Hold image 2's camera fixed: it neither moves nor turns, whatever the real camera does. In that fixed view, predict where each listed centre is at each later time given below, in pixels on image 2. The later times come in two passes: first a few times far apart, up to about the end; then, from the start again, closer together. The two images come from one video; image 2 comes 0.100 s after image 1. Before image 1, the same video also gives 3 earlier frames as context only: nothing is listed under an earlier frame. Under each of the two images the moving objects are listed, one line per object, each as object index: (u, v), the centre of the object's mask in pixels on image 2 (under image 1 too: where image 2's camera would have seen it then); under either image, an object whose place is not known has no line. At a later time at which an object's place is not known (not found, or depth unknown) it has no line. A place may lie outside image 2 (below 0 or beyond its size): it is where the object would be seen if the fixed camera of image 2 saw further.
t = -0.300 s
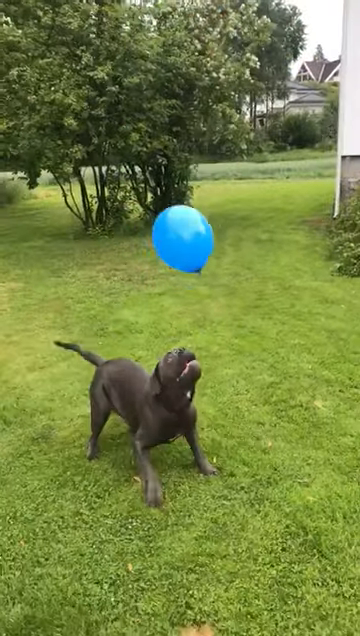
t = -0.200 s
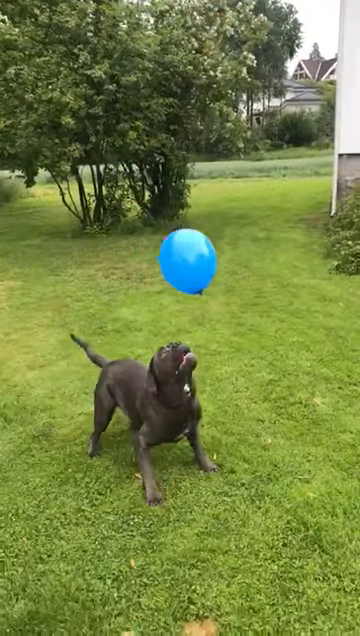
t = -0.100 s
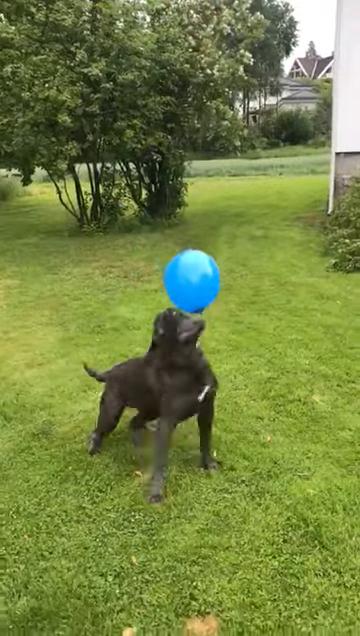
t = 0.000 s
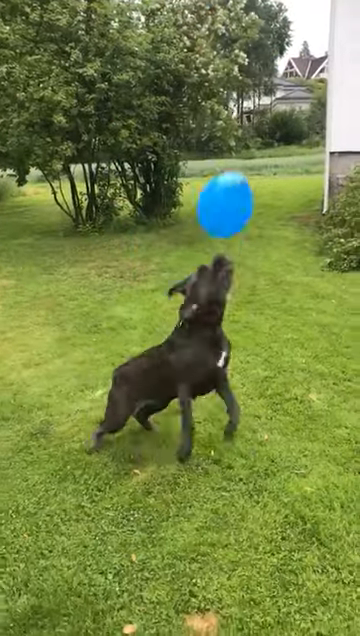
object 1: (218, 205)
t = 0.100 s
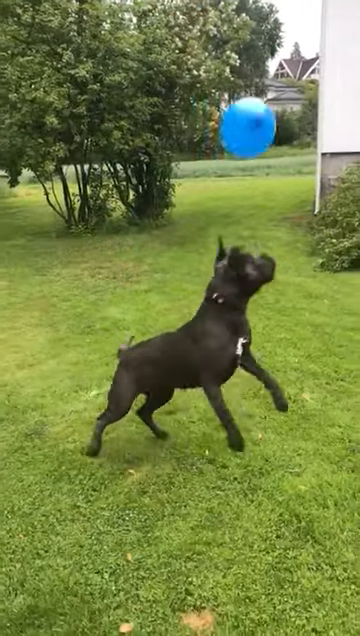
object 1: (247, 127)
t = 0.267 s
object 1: (268, 57)
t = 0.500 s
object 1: (267, 26)
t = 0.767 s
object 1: (259, 27)
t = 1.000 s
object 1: (253, 39)
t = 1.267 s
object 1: (246, 60)
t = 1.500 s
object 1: (236, 90)
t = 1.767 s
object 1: (229, 138)
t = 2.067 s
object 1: (226, 194)
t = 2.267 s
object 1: (227, 226)
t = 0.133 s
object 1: (254, 108)
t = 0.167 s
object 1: (259, 91)
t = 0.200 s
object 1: (263, 77)
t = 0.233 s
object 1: (266, 66)
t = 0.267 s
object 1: (268, 57)
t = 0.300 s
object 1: (270, 49)
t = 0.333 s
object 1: (270, 43)
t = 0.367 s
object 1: (270, 38)
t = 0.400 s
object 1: (271, 33)
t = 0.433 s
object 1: (270, 30)
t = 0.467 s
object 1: (268, 28)
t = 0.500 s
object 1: (267, 26)
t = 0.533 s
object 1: (266, 24)
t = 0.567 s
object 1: (264, 24)
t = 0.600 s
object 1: (263, 23)
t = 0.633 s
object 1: (262, 23)
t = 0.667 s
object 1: (261, 23)
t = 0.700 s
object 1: (260, 24)
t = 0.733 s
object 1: (260, 25)
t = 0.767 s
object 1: (259, 27)
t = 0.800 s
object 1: (258, 29)
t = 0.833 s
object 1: (258, 30)
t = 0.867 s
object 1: (256, 33)
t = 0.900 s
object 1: (255, 34)
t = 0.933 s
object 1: (254, 36)
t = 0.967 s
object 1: (254, 37)
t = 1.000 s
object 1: (253, 39)
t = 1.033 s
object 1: (253, 41)
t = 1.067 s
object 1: (253, 42)
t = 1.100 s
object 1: (251, 44)
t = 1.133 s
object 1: (251, 47)
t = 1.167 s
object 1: (249, 50)
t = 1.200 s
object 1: (247, 53)
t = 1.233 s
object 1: (247, 56)
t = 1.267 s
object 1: (246, 60)
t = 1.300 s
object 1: (244, 63)
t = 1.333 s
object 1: (242, 67)
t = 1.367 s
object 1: (241, 72)
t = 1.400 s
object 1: (240, 76)
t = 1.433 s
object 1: (238, 79)
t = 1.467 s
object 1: (238, 85)
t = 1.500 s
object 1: (236, 90)
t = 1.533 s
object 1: (236, 95)
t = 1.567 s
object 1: (234, 101)
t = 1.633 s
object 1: (231, 113)
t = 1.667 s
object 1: (231, 118)
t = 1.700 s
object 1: (231, 126)
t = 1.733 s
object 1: (230, 131)
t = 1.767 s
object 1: (229, 138)
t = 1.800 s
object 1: (229, 144)
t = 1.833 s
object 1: (227, 150)
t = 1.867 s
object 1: (226, 156)
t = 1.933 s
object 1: (226, 170)
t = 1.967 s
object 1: (225, 175)
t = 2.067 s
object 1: (226, 194)
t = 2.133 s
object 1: (229, 205)
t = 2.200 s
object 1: (226, 216)
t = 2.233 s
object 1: (226, 221)
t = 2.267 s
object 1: (227, 226)
